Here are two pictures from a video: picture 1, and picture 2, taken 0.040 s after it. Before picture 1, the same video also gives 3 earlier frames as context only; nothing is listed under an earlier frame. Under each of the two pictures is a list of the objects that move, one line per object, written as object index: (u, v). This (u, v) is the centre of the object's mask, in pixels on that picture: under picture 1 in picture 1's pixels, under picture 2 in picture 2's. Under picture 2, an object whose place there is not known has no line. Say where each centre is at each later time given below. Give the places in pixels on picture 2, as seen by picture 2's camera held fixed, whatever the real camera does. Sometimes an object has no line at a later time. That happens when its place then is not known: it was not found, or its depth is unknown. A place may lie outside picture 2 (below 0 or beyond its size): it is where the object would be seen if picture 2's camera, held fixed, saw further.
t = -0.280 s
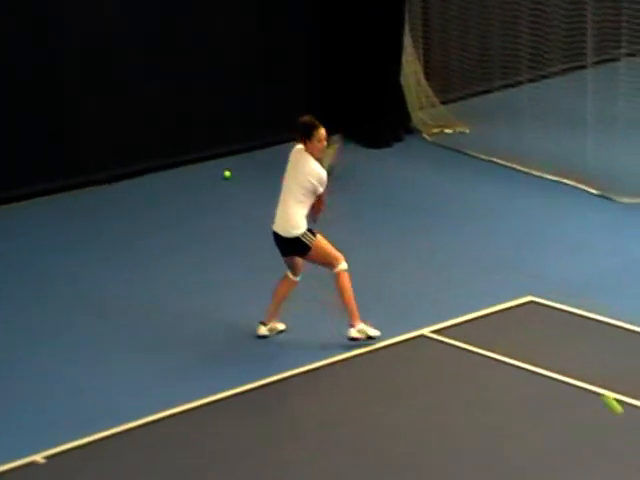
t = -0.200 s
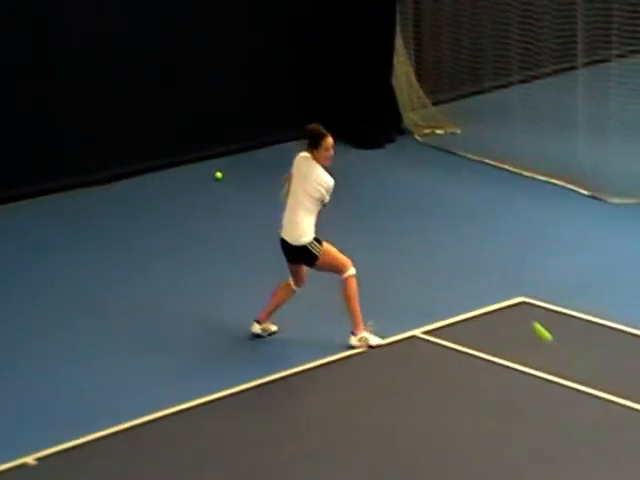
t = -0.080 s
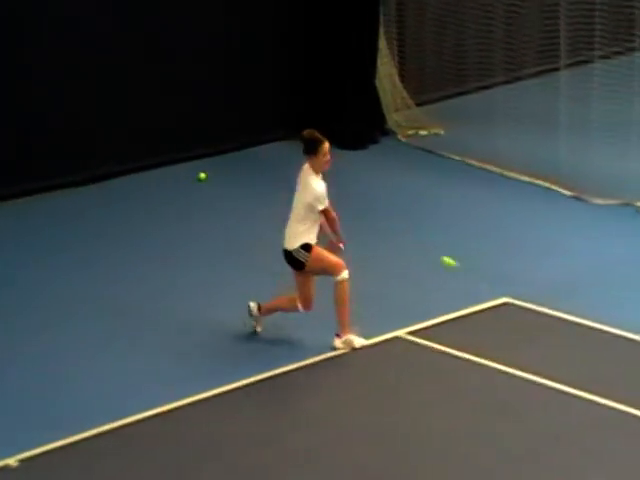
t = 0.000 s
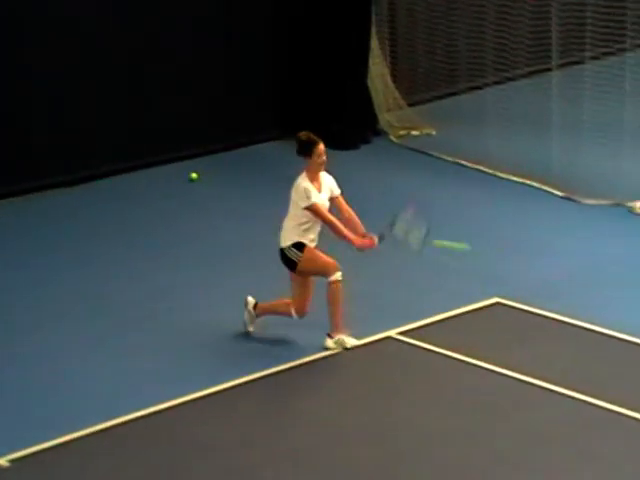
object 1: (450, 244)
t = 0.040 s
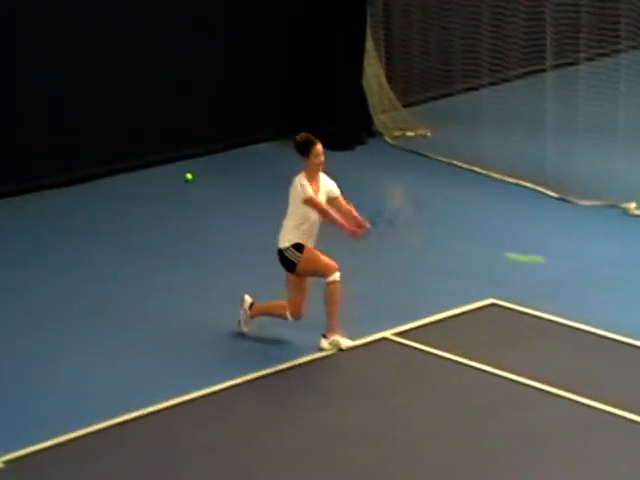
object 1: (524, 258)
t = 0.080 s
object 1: (611, 274)
